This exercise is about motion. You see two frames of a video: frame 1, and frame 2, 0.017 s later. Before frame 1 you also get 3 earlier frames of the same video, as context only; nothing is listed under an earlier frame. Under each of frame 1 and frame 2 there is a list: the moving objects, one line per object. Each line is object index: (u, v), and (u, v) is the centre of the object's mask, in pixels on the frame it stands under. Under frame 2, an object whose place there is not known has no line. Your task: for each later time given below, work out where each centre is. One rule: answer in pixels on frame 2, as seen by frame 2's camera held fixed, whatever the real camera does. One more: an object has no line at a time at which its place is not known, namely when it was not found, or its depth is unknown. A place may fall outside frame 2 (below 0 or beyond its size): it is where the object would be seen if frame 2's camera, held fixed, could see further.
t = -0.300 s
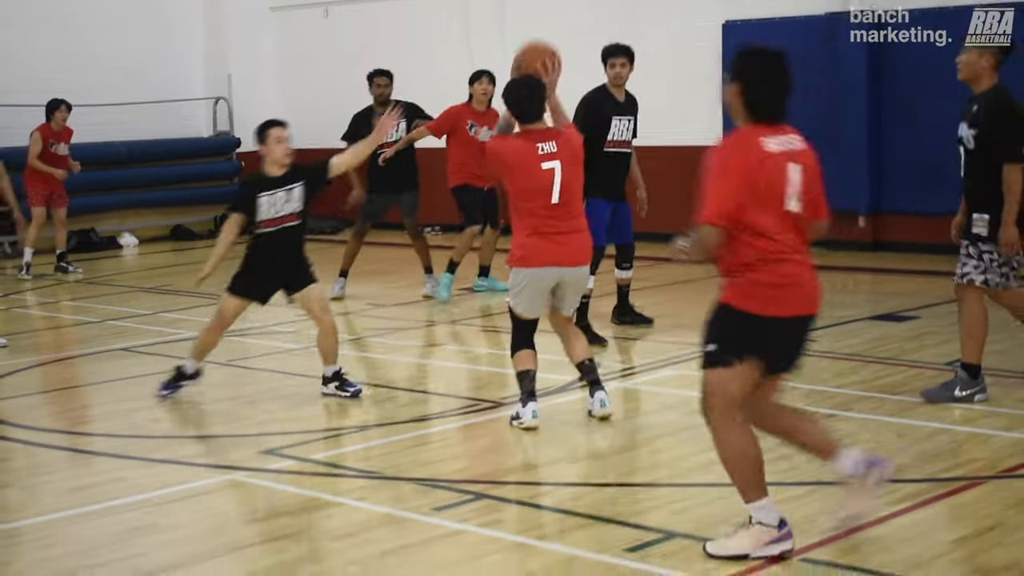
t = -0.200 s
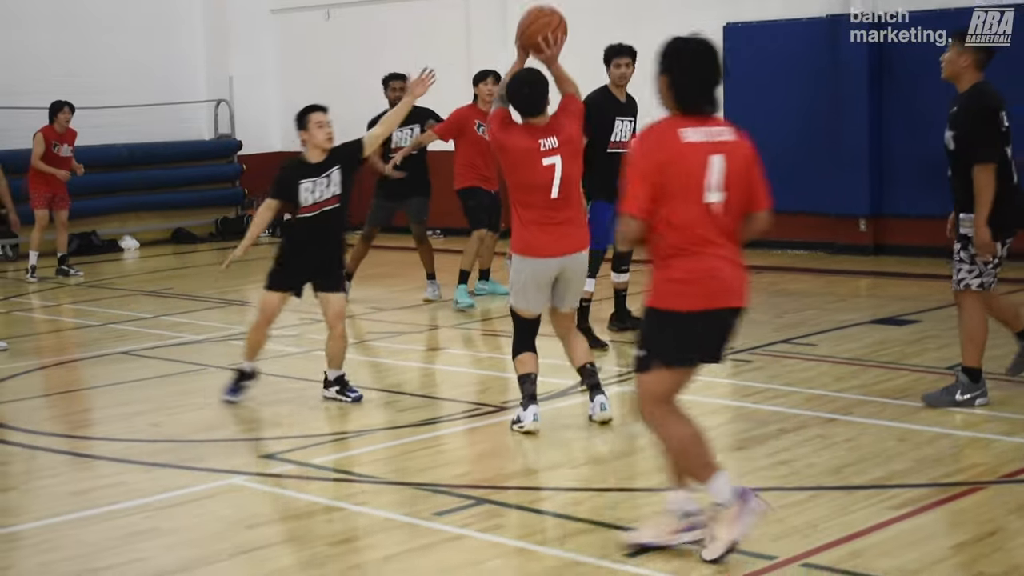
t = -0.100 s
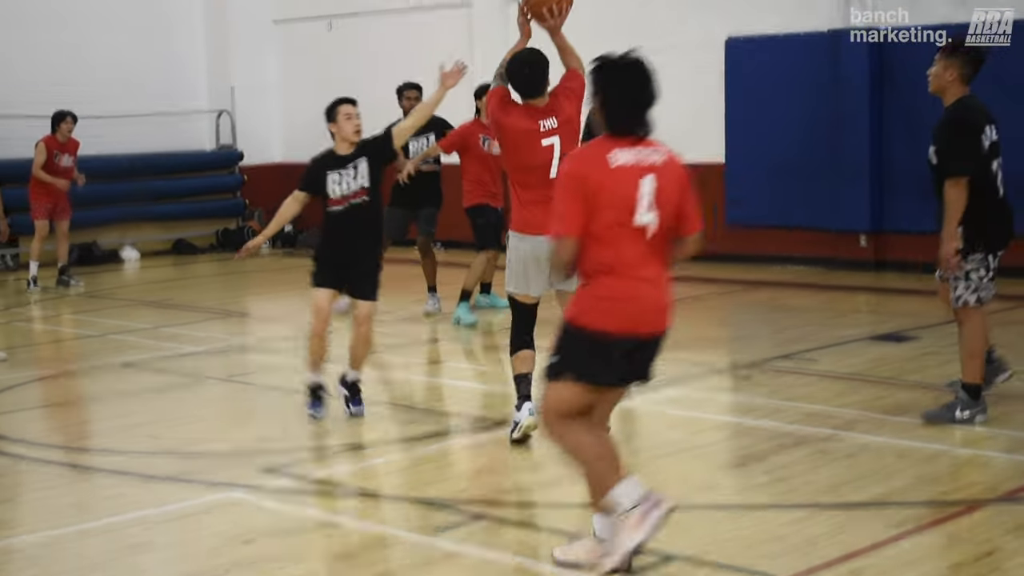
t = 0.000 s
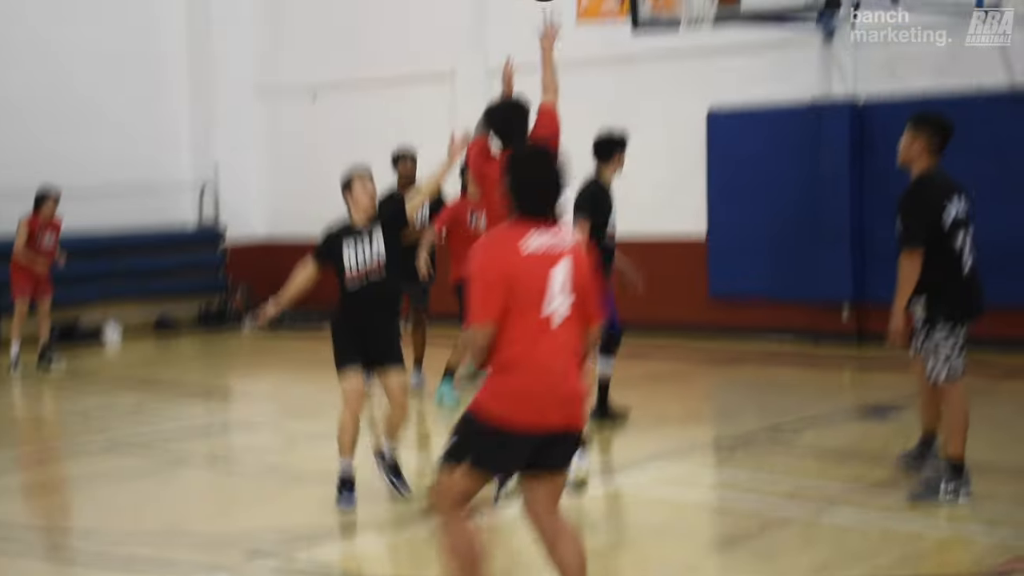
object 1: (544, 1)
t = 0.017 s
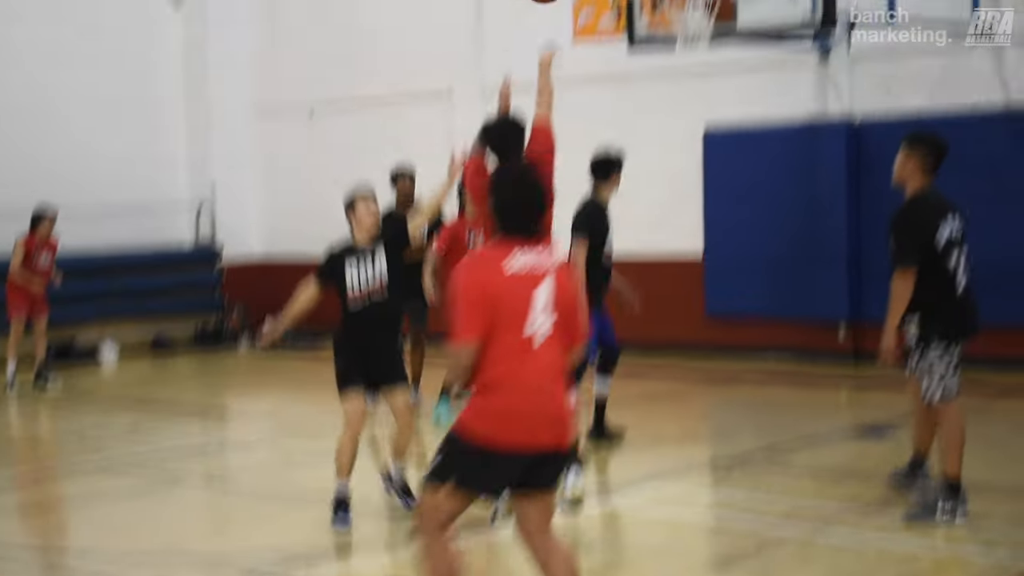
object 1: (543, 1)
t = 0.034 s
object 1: (550, -17)
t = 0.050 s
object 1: (551, -37)
